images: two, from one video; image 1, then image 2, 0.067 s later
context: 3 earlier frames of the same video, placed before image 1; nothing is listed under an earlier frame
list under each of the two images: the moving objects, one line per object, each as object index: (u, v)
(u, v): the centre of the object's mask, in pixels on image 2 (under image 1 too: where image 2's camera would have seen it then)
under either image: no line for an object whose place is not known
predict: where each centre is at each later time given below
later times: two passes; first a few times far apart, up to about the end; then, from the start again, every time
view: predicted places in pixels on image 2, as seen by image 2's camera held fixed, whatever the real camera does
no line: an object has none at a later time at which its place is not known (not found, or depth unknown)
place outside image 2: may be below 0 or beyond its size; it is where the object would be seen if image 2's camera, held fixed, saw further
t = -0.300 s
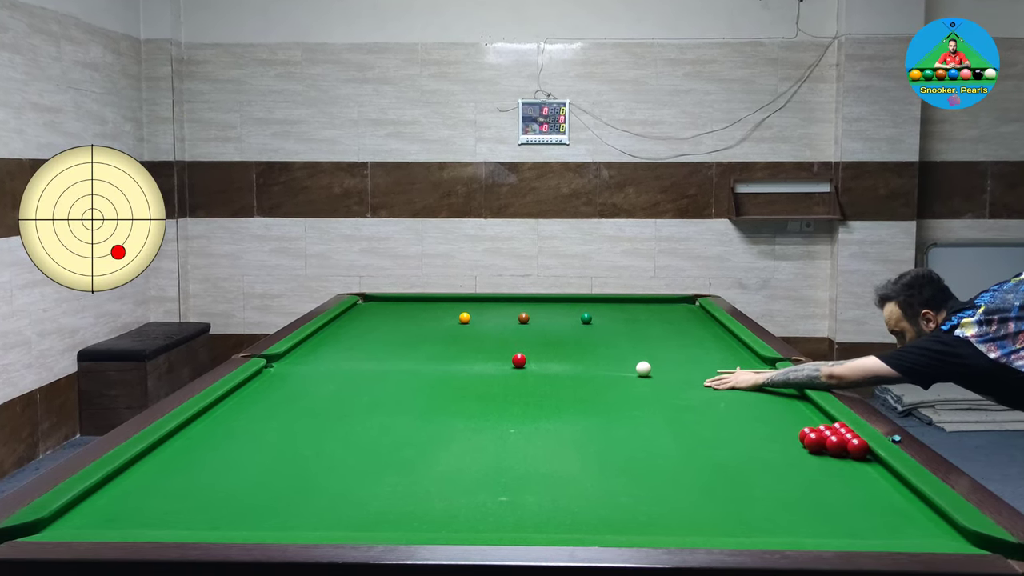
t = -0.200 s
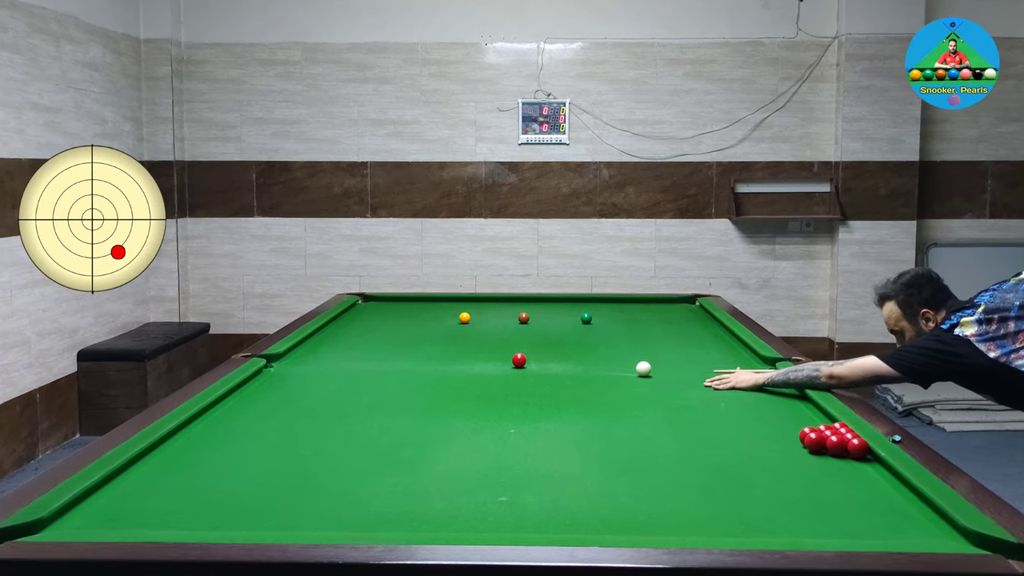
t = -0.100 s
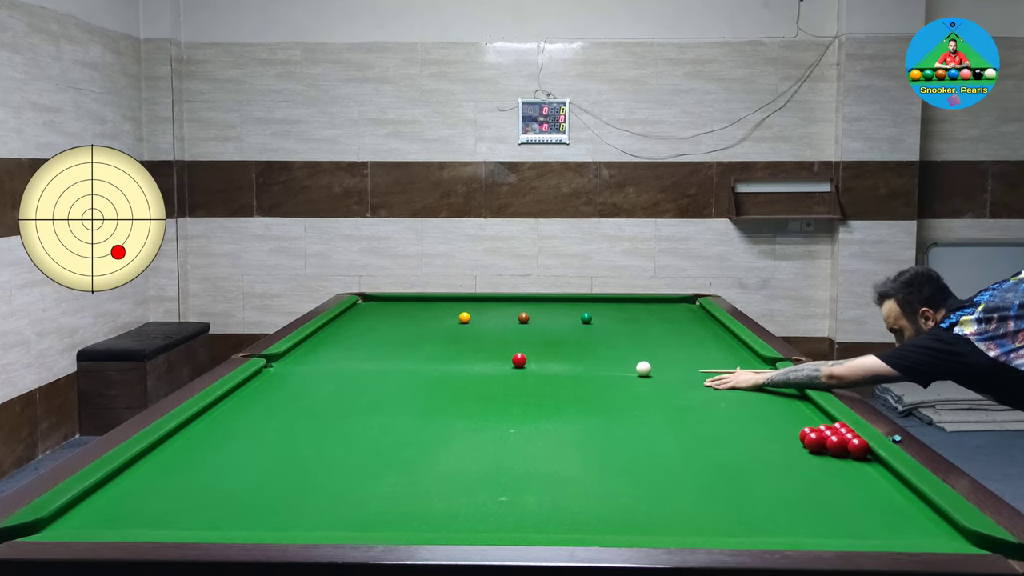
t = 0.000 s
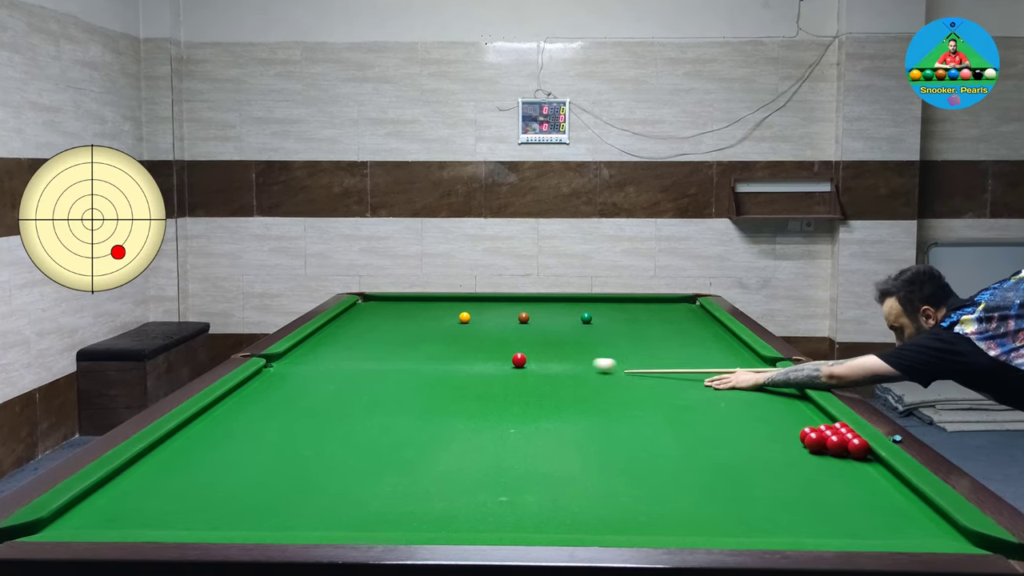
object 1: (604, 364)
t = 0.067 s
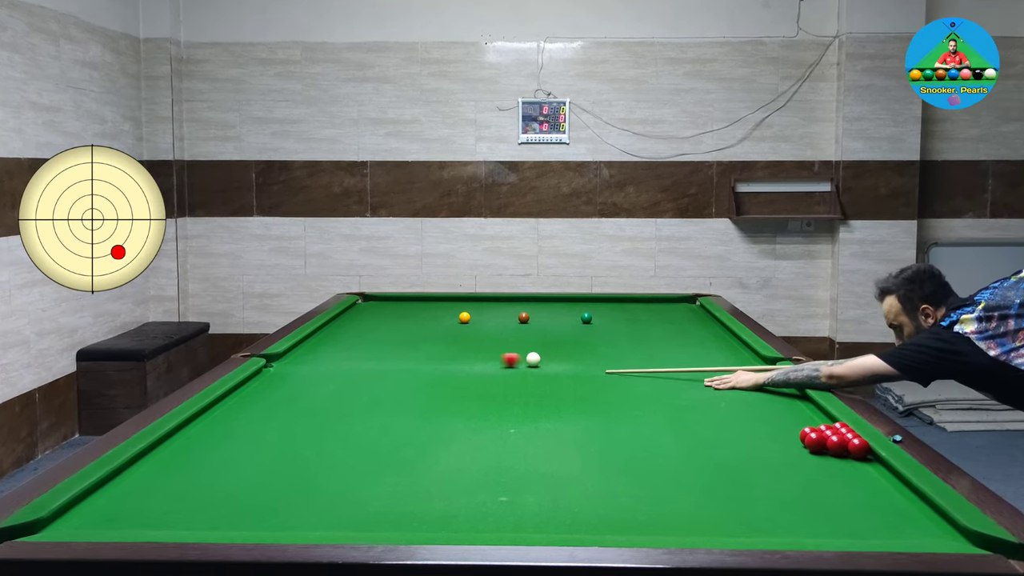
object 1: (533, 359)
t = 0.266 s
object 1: (534, 347)
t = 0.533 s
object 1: (544, 336)
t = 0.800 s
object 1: (551, 326)
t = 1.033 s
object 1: (558, 319)
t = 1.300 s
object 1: (564, 312)
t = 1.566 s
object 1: (569, 306)
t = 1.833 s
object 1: (573, 300)
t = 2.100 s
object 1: (586, 300)
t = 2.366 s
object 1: (603, 304)
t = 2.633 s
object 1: (620, 308)
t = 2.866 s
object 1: (635, 311)
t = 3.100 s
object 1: (650, 315)
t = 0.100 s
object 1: (532, 356)
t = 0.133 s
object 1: (532, 354)
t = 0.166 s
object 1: (532, 352)
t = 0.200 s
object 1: (533, 350)
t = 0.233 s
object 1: (533, 348)
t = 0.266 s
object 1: (534, 347)
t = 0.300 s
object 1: (536, 345)
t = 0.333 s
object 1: (537, 344)
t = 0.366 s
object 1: (538, 342)
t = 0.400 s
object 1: (539, 341)
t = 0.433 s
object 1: (540, 339)
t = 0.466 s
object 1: (541, 338)
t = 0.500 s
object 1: (543, 337)
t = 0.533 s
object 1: (544, 336)
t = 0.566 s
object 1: (545, 334)
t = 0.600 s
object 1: (546, 334)
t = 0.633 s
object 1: (547, 332)
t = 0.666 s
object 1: (548, 331)
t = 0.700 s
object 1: (549, 330)
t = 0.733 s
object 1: (550, 329)
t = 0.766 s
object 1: (551, 327)
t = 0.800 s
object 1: (551, 326)
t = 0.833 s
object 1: (552, 325)
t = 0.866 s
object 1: (553, 324)
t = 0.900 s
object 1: (554, 323)
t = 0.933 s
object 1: (555, 322)
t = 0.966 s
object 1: (556, 321)
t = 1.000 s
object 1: (557, 320)
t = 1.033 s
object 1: (558, 319)
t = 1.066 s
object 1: (558, 318)
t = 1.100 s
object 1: (559, 317)
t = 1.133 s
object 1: (560, 316)
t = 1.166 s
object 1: (561, 315)
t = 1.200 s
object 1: (561, 315)
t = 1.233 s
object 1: (562, 314)
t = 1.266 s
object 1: (563, 313)
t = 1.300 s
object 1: (564, 312)
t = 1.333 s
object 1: (564, 311)
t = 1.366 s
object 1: (565, 310)
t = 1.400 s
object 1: (566, 309)
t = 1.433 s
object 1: (566, 309)
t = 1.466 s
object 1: (567, 308)
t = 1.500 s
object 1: (567, 307)
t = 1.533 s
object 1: (568, 306)
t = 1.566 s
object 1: (569, 306)
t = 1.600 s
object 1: (569, 305)
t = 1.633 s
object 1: (570, 304)
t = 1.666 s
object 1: (570, 303)
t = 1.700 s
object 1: (571, 303)
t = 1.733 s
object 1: (571, 302)
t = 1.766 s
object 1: (572, 301)
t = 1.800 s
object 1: (572, 300)
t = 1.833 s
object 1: (573, 300)
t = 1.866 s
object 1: (574, 299)
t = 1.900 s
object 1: (574, 298)
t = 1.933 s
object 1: (575, 298)
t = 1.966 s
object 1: (577, 299)
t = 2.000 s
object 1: (579, 299)
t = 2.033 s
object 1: (581, 300)
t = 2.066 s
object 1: (584, 300)
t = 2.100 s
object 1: (586, 300)
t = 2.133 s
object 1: (588, 301)
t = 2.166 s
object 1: (590, 301)
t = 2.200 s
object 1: (592, 302)
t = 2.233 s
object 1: (594, 302)
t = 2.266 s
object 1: (596, 303)
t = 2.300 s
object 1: (599, 303)
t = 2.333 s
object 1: (601, 304)
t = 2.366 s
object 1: (603, 304)
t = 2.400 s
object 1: (605, 305)
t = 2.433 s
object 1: (607, 305)
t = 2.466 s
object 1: (609, 306)
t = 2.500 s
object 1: (611, 306)
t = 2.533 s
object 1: (613, 307)
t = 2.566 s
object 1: (616, 307)
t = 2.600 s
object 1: (618, 308)
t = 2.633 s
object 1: (620, 308)
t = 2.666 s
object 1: (622, 309)
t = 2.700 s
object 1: (624, 309)
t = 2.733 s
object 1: (626, 310)
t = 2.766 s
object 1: (629, 310)
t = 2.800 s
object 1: (631, 311)
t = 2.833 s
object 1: (633, 311)
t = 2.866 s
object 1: (635, 311)
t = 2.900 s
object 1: (637, 312)
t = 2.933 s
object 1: (639, 312)
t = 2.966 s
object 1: (642, 313)
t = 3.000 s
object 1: (644, 314)
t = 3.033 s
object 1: (646, 314)
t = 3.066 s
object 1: (648, 315)
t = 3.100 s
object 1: (650, 315)
